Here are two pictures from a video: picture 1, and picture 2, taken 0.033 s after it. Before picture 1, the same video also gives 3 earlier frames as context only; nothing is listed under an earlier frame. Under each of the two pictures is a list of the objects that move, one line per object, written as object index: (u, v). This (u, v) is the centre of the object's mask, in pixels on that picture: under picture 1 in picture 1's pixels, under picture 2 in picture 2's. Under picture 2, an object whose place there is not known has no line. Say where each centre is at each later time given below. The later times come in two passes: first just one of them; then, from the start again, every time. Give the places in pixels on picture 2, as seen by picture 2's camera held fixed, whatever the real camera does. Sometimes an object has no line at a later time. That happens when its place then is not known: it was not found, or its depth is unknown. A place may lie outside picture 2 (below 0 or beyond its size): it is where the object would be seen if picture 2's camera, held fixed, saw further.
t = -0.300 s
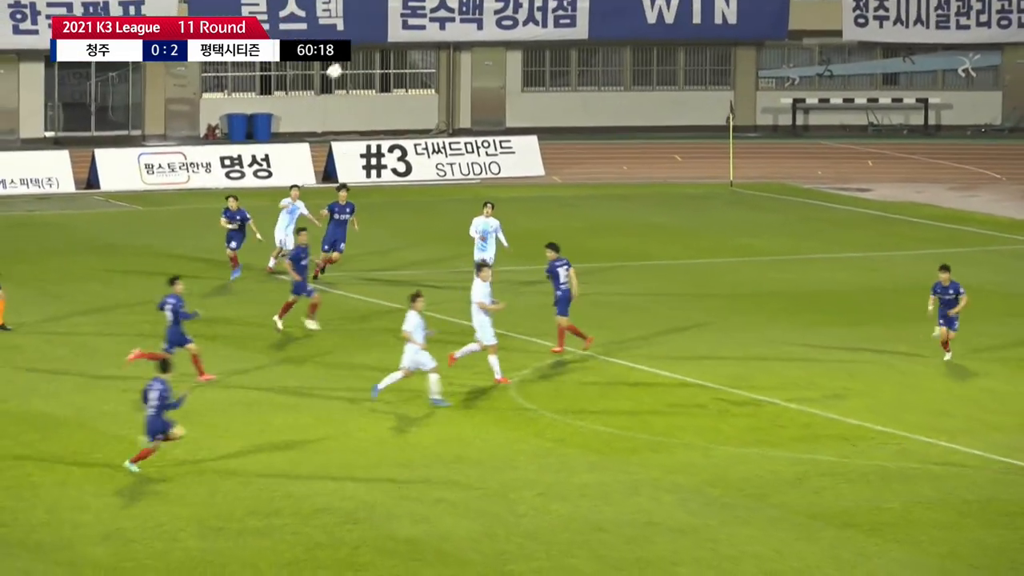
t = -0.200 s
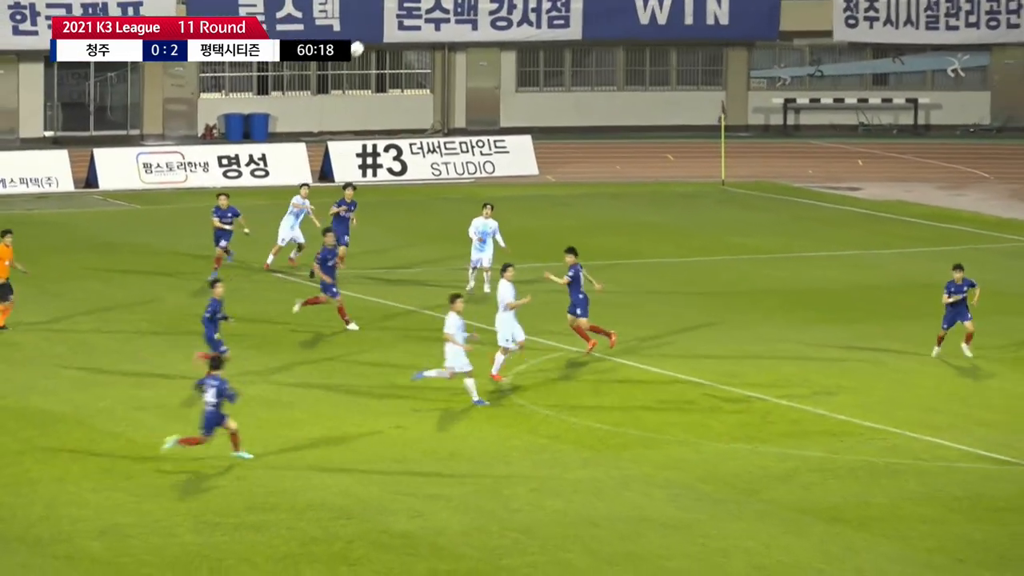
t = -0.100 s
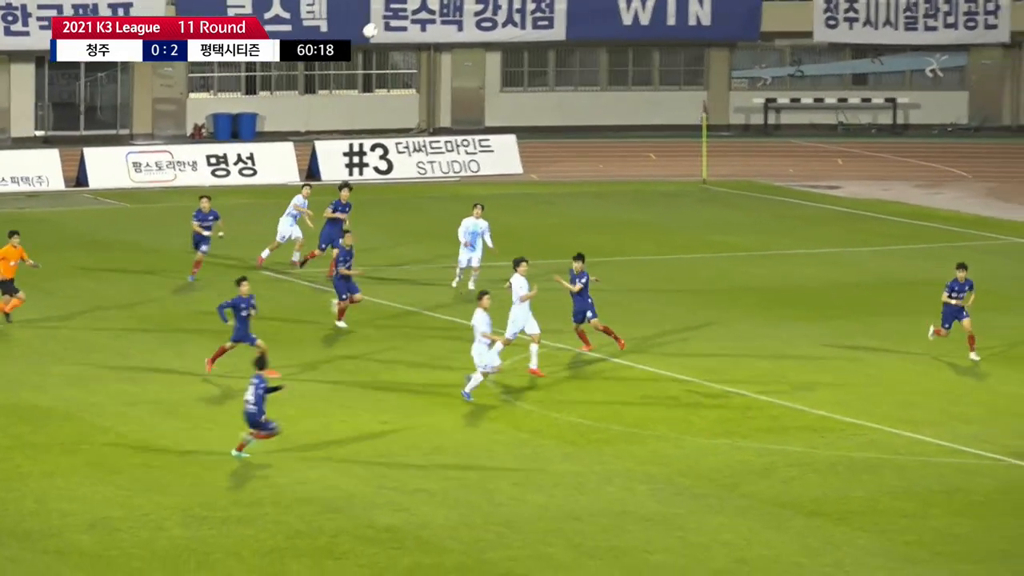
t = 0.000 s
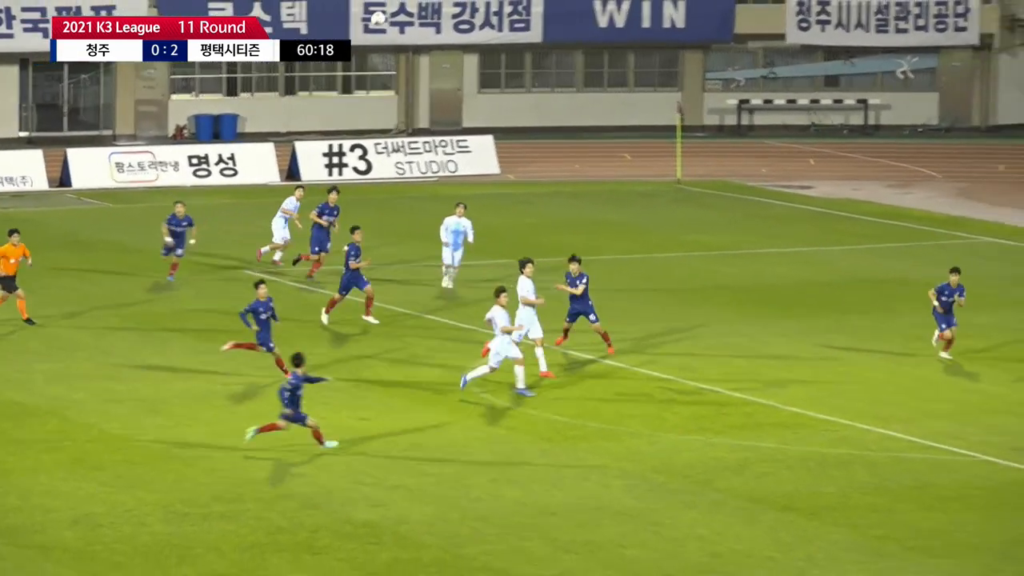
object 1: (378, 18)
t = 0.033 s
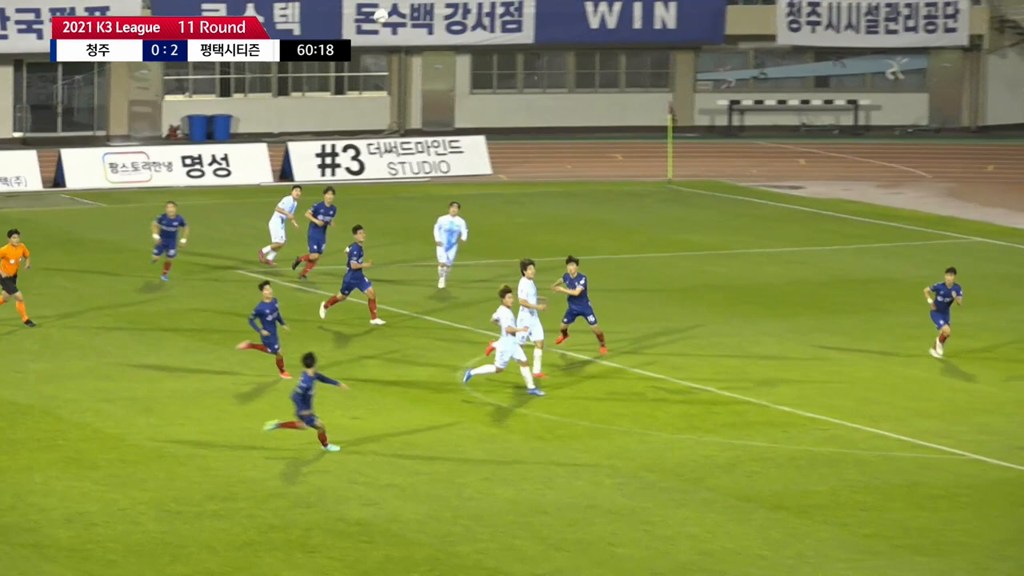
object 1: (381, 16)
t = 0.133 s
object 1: (403, 11)
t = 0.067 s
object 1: (389, 13)
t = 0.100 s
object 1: (396, 13)
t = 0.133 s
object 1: (403, 11)
